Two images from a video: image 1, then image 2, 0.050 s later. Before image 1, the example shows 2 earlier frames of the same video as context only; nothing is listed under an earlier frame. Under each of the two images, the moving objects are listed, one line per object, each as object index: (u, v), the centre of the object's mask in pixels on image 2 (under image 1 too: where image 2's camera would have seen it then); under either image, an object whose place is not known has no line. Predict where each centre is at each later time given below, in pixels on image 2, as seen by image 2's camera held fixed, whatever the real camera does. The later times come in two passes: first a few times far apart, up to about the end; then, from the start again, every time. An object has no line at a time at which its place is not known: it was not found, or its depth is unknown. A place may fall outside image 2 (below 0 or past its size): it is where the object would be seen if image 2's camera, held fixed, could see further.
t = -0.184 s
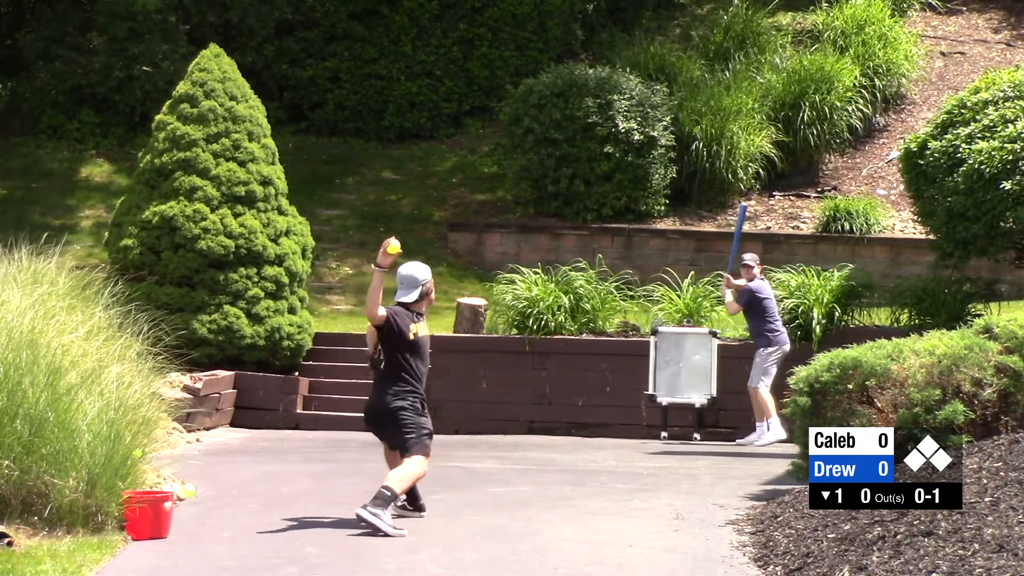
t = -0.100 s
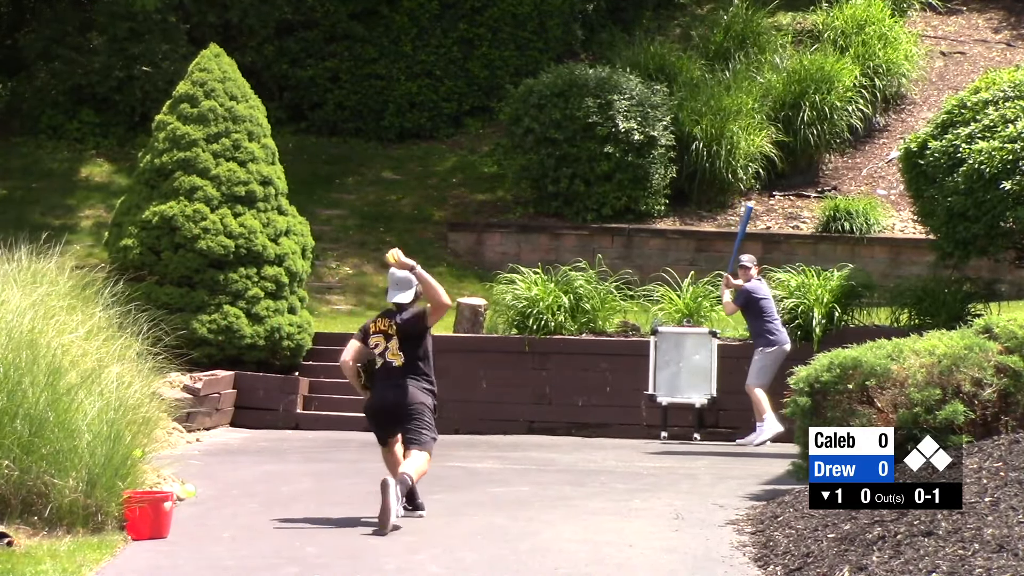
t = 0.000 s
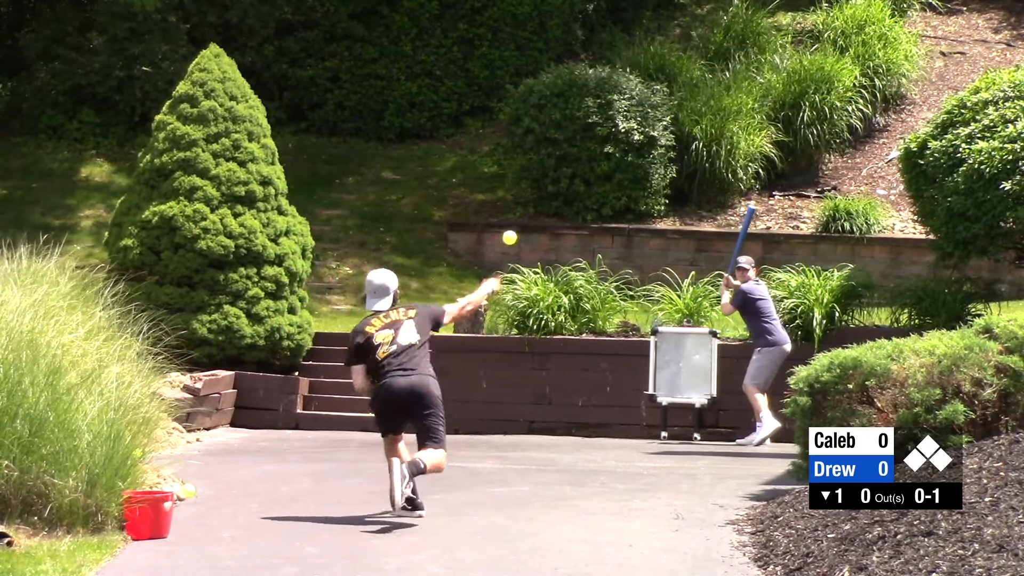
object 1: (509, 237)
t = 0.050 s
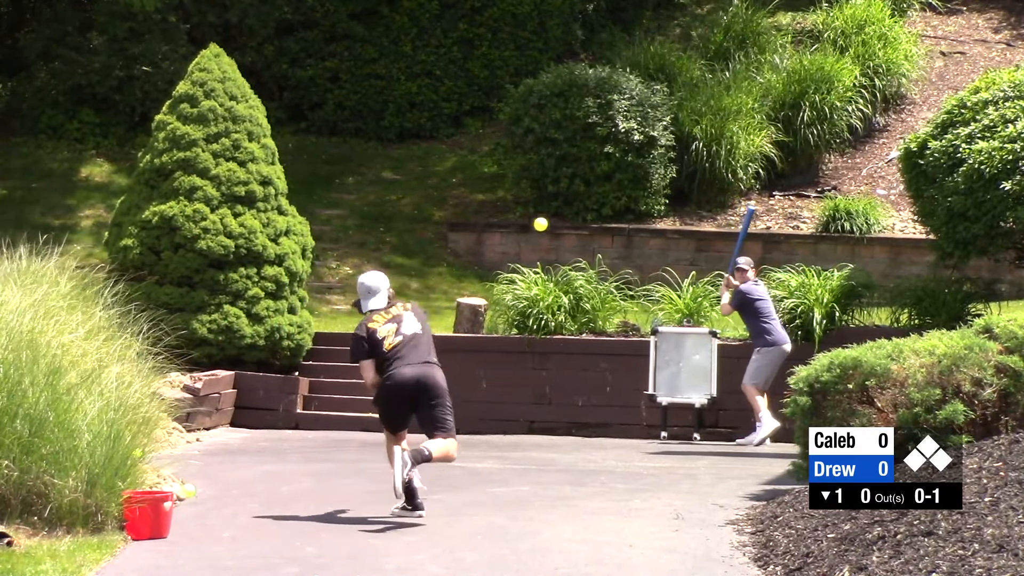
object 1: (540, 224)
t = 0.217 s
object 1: (609, 200)
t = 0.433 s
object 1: (646, 209)
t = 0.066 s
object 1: (549, 220)
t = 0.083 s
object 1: (557, 216)
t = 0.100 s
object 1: (565, 213)
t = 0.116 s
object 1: (573, 210)
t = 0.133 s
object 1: (580, 208)
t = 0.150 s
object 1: (587, 206)
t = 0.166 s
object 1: (593, 204)
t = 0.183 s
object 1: (598, 202)
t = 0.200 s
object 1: (604, 201)
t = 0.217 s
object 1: (609, 200)
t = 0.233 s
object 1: (614, 199)
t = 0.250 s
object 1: (618, 198)
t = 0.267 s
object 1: (622, 198)
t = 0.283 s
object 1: (625, 198)
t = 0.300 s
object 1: (629, 198)
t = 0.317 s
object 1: (632, 199)
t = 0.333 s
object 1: (635, 200)
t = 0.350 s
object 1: (637, 201)
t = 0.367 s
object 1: (640, 202)
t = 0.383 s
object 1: (642, 203)
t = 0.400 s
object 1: (644, 205)
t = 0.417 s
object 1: (646, 207)
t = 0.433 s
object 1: (646, 209)
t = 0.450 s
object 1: (648, 211)
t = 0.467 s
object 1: (649, 213)
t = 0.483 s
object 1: (649, 216)
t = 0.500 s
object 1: (650, 218)
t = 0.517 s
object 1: (650, 221)
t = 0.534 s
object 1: (650, 224)
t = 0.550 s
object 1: (650, 227)
